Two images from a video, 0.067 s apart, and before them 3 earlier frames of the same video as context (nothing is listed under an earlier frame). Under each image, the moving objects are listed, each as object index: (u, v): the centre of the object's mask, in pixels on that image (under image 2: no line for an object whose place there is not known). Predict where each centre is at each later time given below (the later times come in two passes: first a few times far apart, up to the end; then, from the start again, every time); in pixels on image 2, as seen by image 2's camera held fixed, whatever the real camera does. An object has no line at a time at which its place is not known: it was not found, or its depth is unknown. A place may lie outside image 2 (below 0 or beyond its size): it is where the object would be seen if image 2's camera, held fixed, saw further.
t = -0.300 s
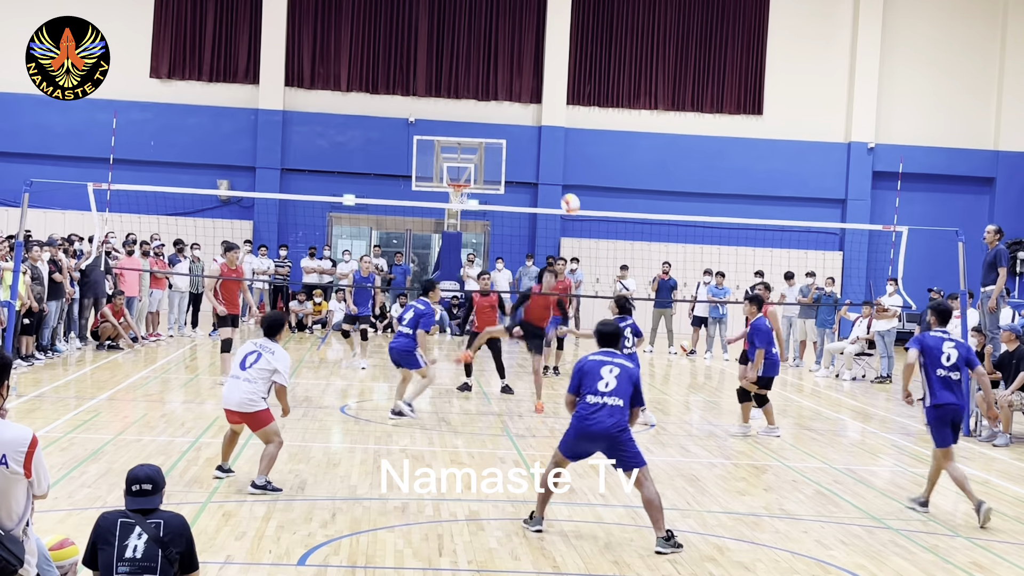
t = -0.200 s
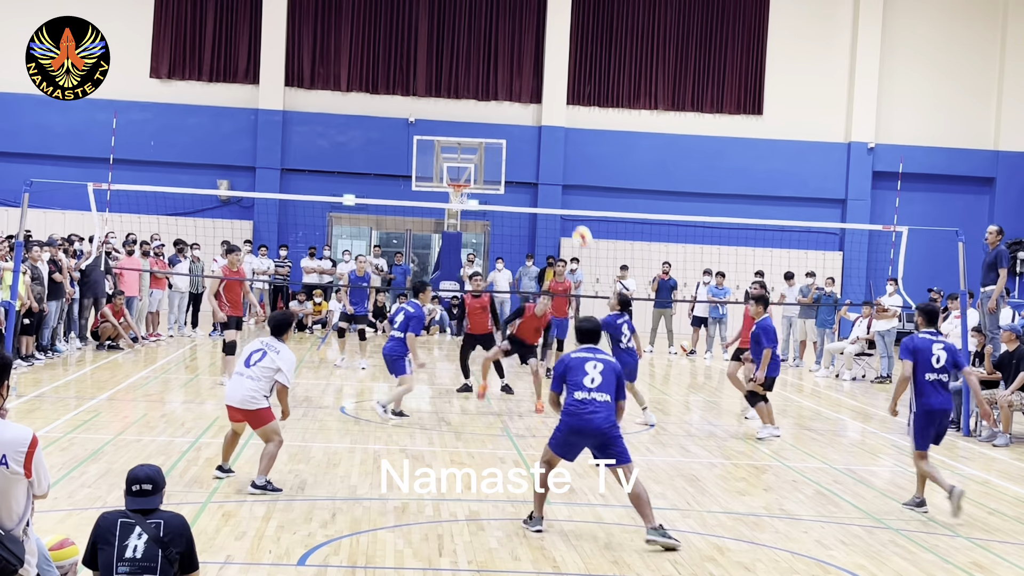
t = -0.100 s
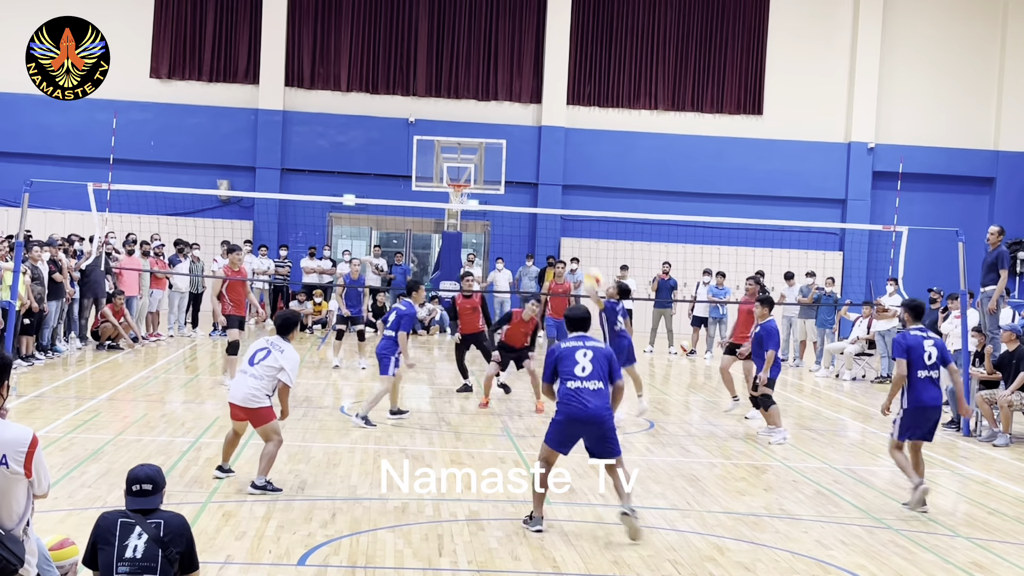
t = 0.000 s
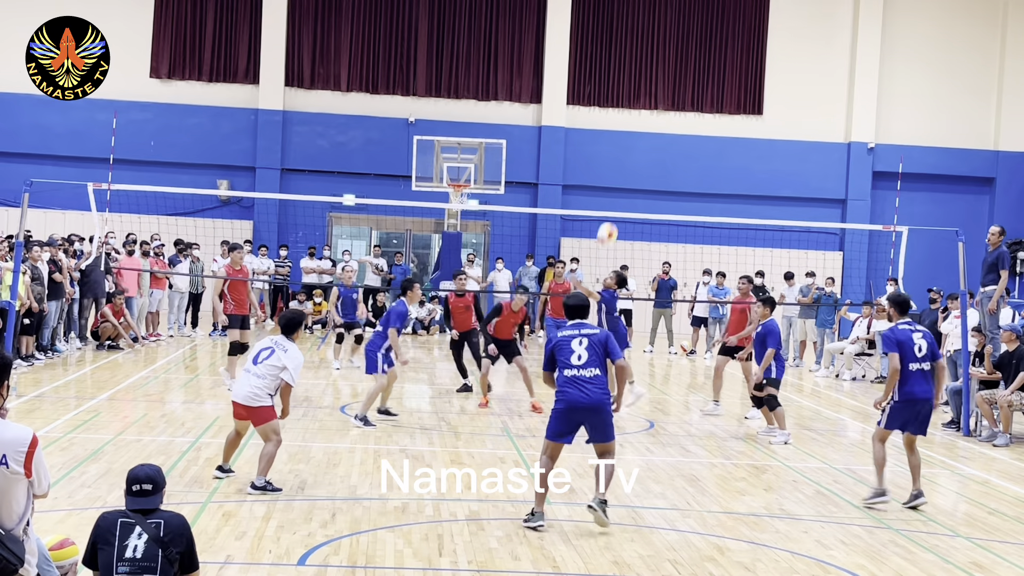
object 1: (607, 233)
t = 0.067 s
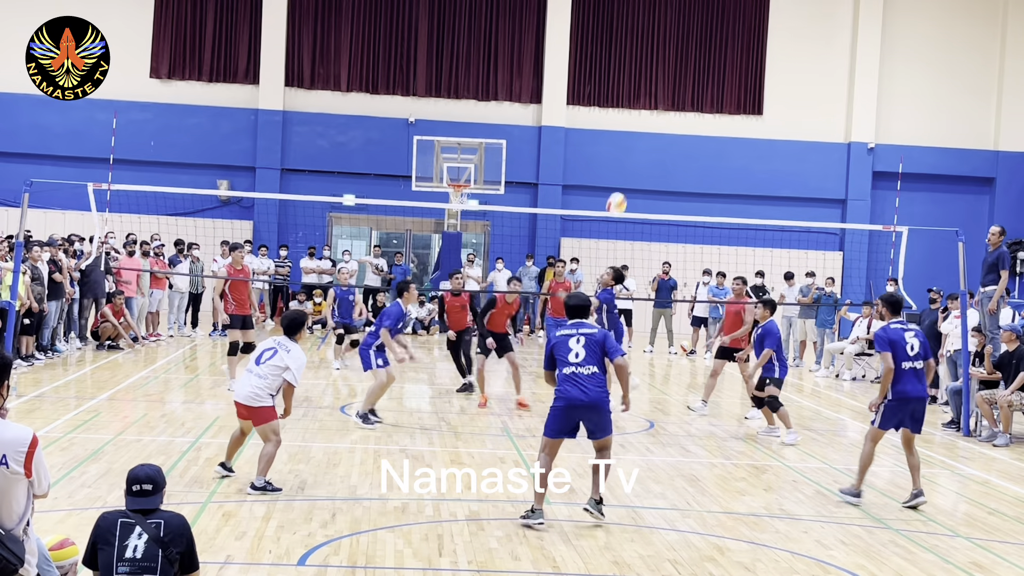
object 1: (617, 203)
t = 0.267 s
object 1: (641, 140)
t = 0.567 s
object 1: (673, 112)
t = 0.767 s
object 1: (692, 139)
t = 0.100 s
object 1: (621, 191)
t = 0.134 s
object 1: (625, 179)
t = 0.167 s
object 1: (629, 168)
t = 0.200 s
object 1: (633, 158)
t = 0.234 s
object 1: (637, 148)
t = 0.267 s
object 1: (641, 140)
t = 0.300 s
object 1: (645, 133)
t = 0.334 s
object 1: (649, 129)
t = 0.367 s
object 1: (652, 121)
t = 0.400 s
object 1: (657, 117)
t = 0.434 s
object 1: (660, 114)
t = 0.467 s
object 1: (663, 113)
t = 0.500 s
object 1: (667, 111)
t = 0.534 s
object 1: (670, 111)
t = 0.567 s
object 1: (673, 112)
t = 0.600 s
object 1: (676, 114)
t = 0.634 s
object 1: (680, 118)
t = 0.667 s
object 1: (683, 121)
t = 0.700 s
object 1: (686, 128)
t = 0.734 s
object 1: (689, 134)
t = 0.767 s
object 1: (692, 139)
